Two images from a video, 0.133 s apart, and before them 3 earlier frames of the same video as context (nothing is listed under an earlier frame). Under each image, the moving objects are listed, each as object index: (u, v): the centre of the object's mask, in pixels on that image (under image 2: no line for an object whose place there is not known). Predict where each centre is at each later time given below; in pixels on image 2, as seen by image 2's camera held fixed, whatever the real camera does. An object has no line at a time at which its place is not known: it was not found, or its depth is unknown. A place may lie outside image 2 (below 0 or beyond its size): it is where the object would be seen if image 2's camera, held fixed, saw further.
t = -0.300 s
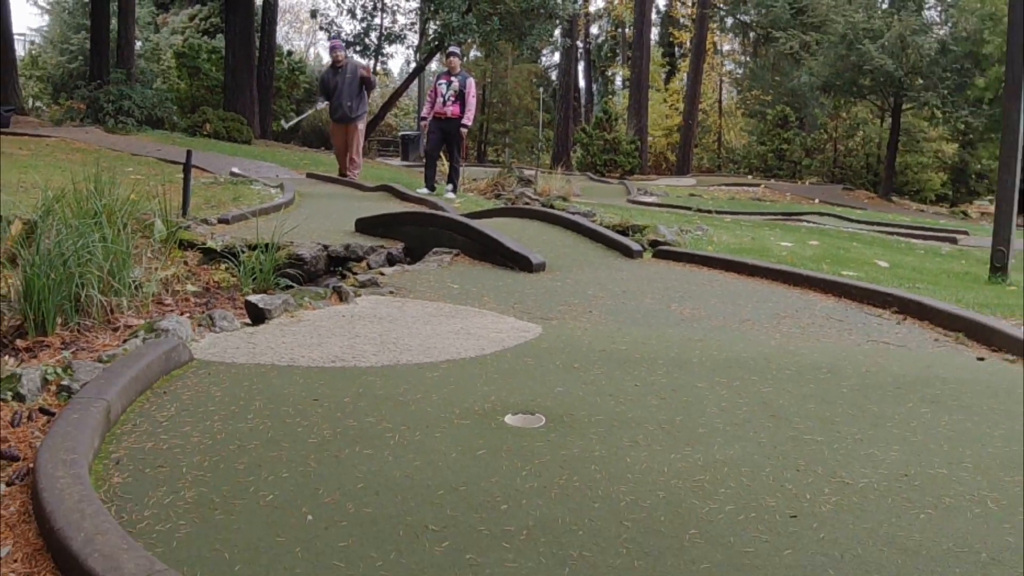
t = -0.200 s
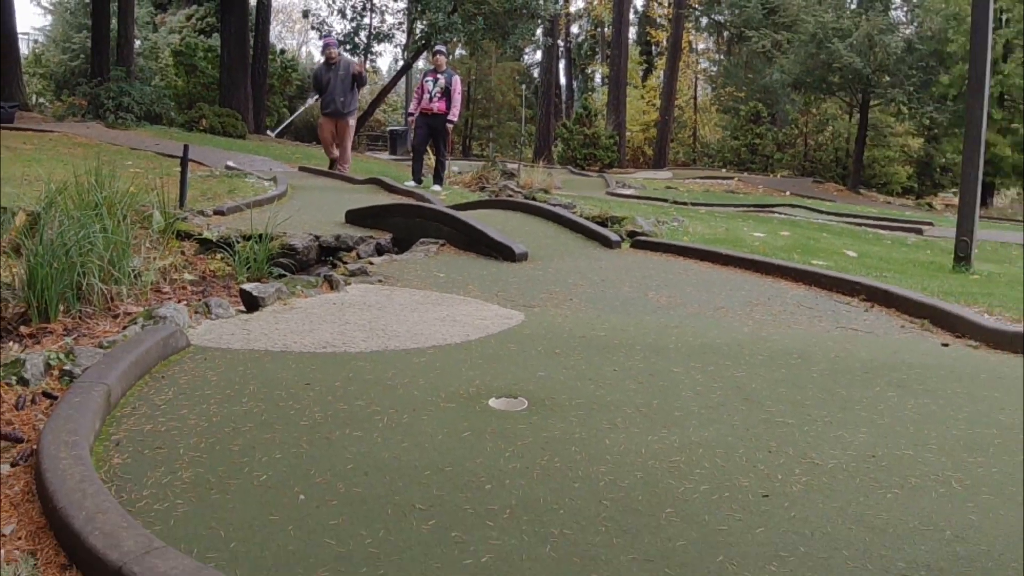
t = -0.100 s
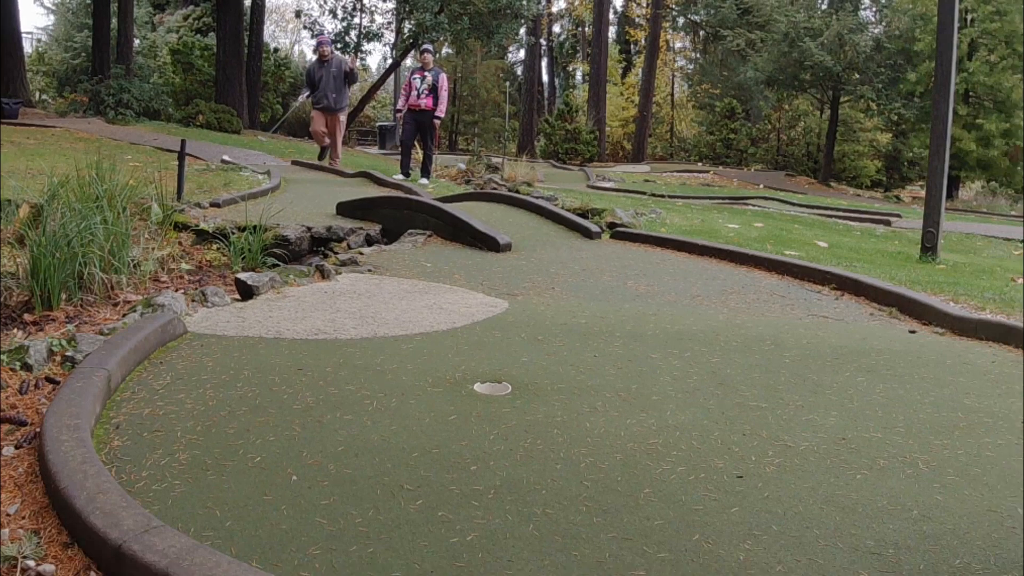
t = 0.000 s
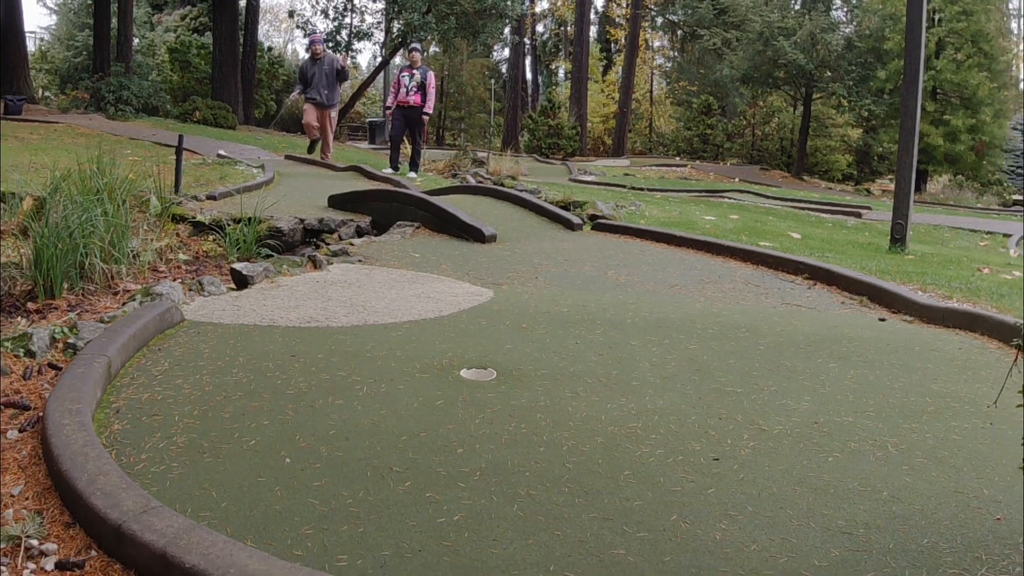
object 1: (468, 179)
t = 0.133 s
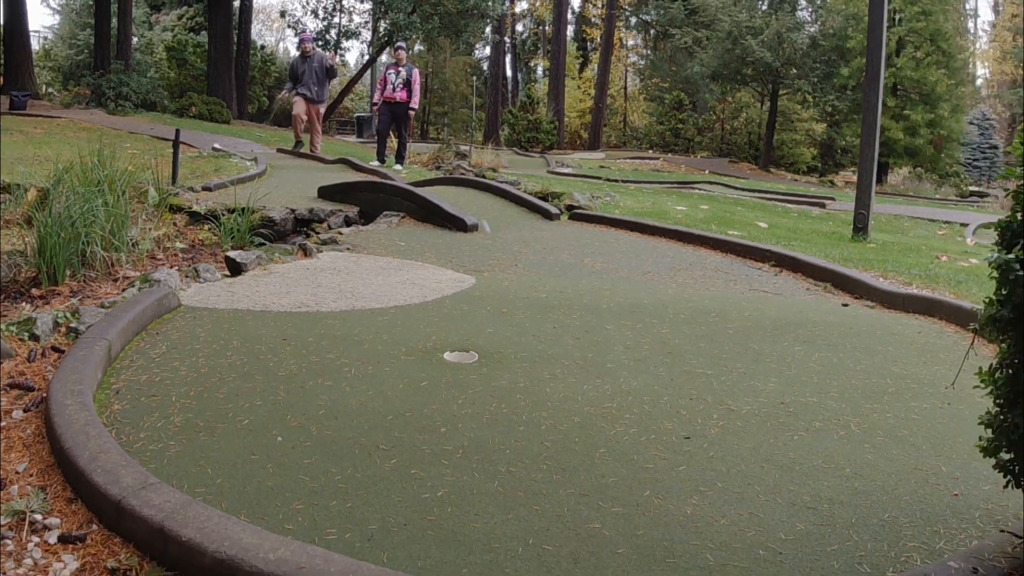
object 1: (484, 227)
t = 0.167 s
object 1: (492, 247)
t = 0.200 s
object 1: (500, 253)
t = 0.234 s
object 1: (508, 248)
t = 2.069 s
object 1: (329, 408)
